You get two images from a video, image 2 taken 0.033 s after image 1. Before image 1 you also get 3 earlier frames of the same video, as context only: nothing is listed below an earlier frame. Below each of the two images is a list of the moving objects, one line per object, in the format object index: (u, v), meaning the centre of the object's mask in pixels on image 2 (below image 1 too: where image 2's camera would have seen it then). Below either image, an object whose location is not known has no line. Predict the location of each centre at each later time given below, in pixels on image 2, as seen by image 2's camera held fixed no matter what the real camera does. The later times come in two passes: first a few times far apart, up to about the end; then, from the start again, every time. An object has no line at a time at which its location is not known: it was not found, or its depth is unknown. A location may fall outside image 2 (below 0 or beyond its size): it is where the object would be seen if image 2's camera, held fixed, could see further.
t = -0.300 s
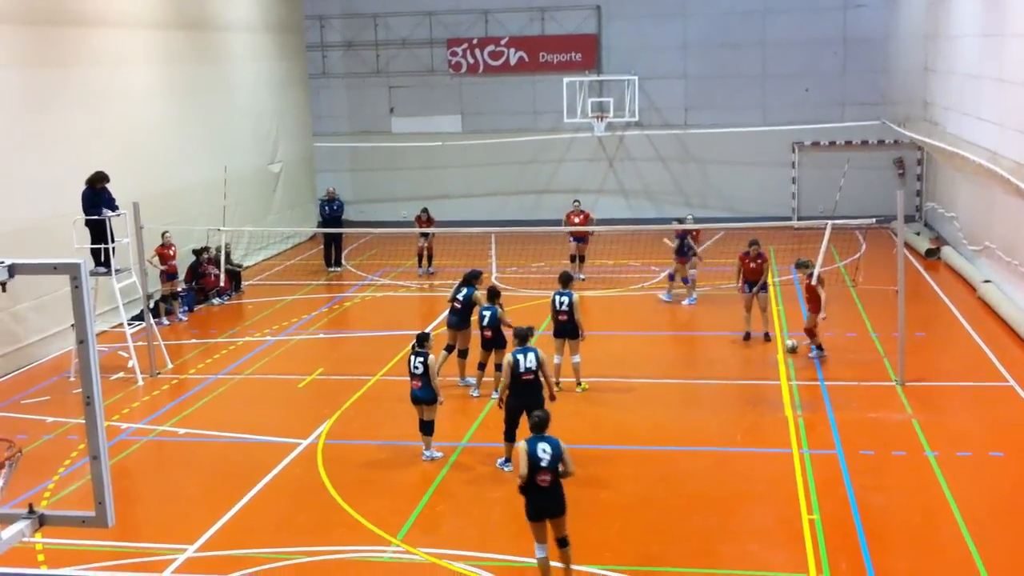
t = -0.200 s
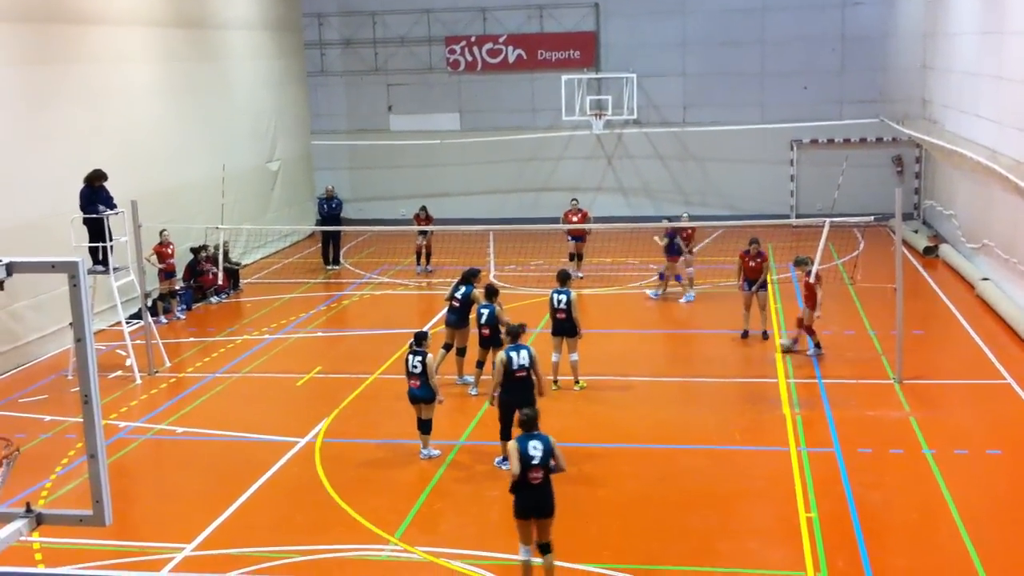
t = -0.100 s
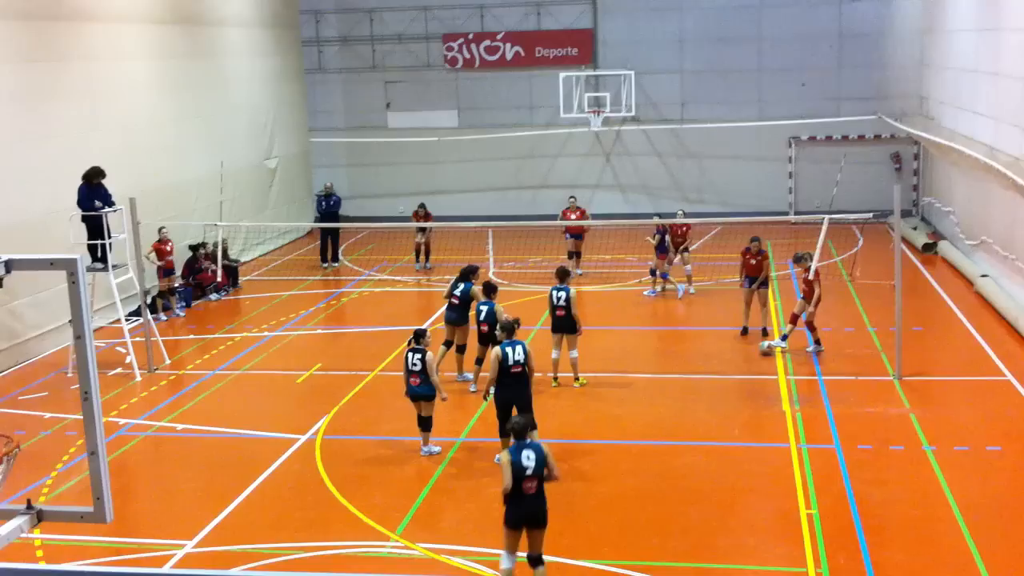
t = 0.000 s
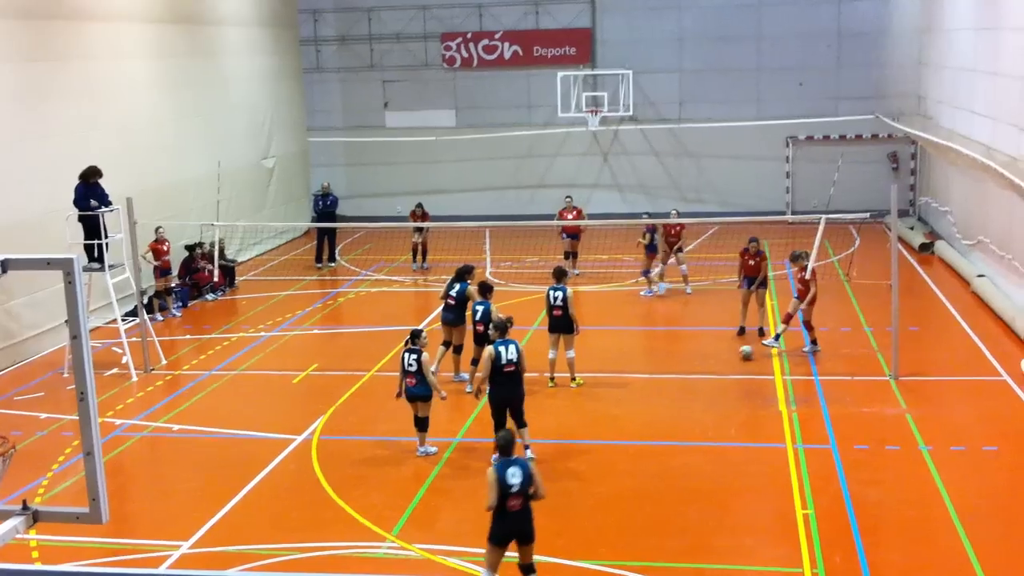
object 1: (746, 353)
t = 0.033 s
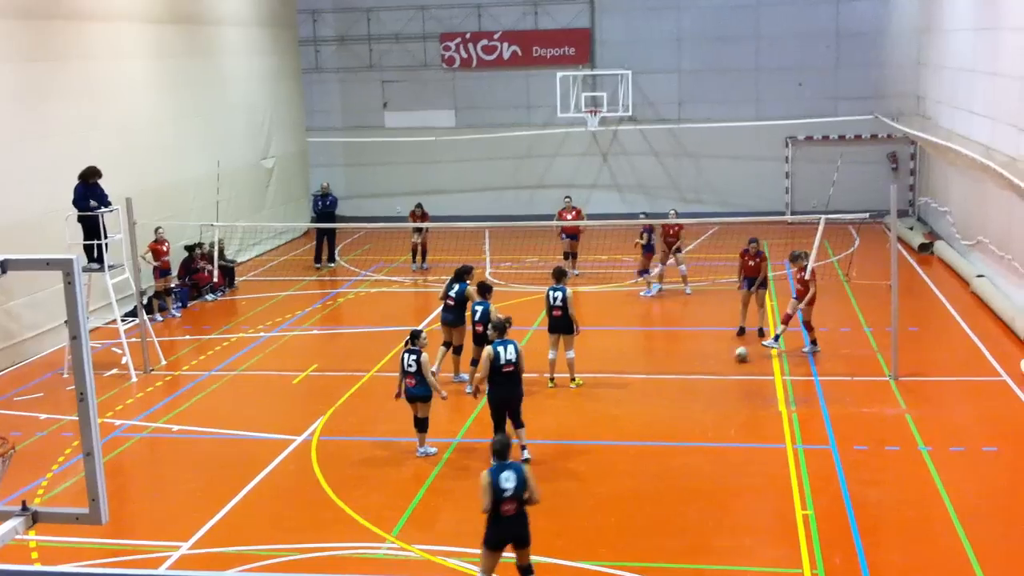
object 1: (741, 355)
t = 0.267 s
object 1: (712, 365)
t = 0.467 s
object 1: (691, 373)
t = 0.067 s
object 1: (736, 356)
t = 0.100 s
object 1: (732, 358)
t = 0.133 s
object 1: (727, 359)
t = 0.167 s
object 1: (723, 361)
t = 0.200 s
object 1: (719, 362)
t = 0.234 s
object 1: (716, 364)
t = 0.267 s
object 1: (712, 365)
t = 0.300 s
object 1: (709, 366)
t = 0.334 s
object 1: (705, 367)
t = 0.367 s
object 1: (701, 369)
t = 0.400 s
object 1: (698, 370)
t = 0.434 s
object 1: (694, 372)
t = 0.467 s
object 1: (691, 373)
